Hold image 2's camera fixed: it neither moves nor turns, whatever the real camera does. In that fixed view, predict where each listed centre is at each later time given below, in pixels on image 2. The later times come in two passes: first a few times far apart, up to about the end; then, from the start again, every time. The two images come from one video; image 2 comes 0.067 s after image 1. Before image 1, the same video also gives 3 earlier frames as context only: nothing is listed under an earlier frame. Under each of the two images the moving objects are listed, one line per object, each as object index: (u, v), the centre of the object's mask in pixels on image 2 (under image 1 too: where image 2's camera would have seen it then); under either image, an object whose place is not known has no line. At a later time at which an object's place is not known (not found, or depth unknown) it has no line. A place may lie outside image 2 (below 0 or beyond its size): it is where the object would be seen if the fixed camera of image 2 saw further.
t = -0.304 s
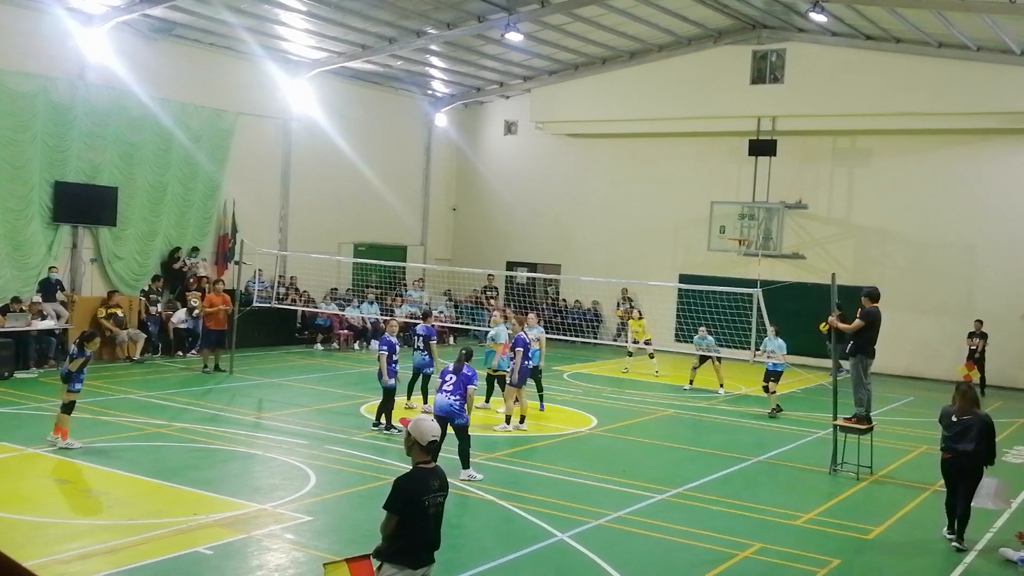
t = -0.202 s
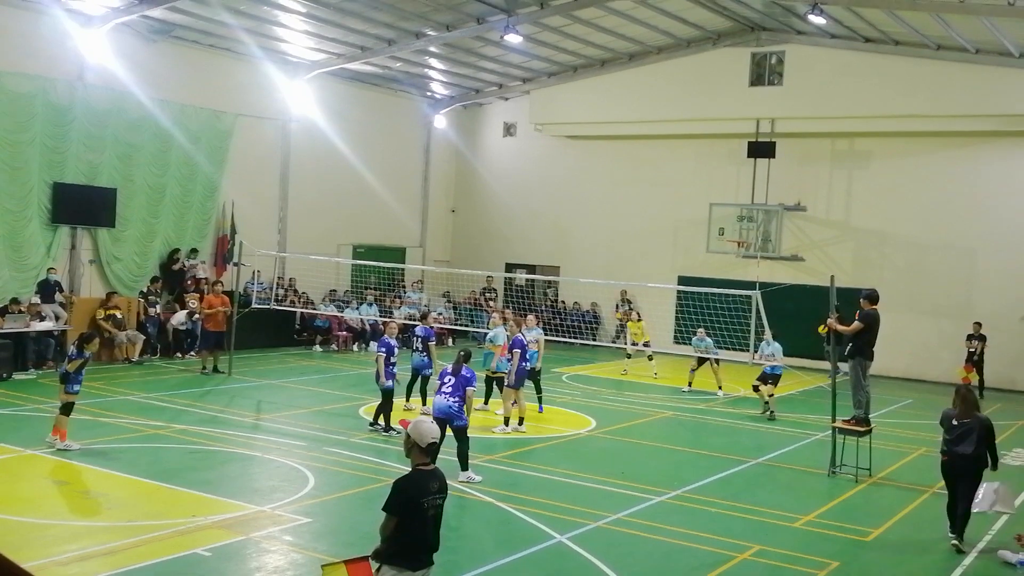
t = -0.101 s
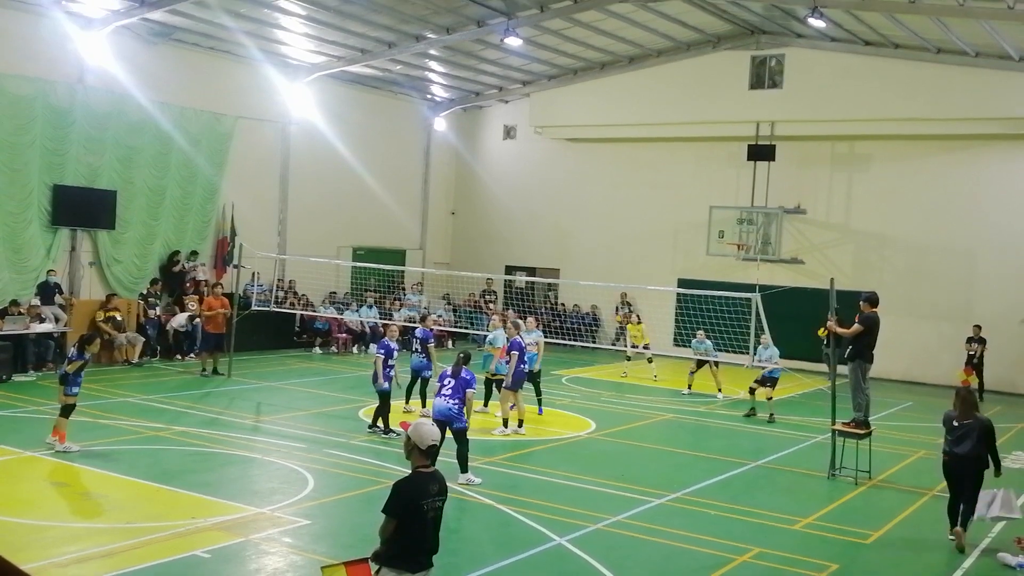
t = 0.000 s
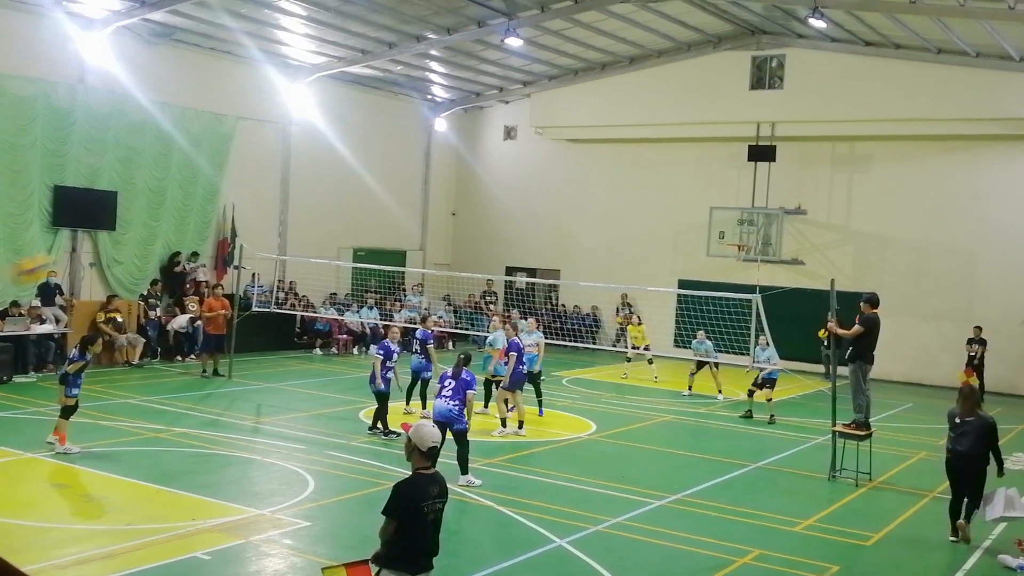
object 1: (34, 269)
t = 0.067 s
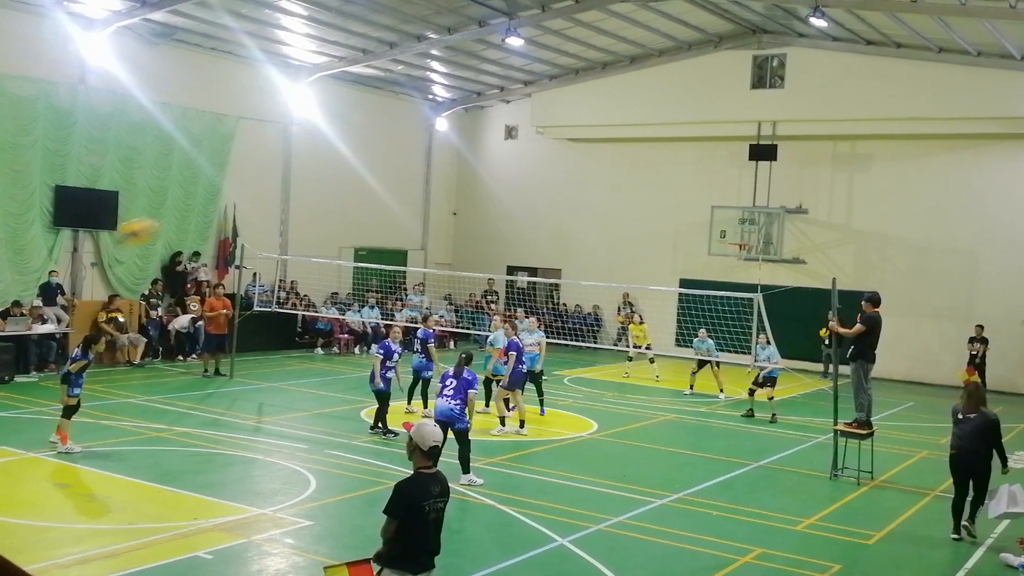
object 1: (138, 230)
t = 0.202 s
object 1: (294, 185)
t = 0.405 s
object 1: (447, 167)
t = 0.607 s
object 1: (547, 187)
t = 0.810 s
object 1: (614, 231)
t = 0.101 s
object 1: (183, 216)
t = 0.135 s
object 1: (222, 204)
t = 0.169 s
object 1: (260, 194)
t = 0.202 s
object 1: (294, 185)
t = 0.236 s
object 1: (325, 179)
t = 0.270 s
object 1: (352, 174)
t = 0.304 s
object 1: (380, 170)
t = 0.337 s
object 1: (403, 168)
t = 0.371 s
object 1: (425, 166)
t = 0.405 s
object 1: (447, 167)
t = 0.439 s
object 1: (466, 168)
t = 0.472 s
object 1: (484, 170)
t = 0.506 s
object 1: (502, 173)
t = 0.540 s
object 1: (518, 177)
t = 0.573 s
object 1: (533, 182)
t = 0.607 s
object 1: (547, 187)
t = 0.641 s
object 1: (560, 193)
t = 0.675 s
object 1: (572, 200)
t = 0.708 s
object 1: (584, 207)
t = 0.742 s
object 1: (595, 214)
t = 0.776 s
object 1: (605, 223)
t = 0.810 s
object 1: (614, 231)
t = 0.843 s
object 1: (624, 240)
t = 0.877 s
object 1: (633, 248)
